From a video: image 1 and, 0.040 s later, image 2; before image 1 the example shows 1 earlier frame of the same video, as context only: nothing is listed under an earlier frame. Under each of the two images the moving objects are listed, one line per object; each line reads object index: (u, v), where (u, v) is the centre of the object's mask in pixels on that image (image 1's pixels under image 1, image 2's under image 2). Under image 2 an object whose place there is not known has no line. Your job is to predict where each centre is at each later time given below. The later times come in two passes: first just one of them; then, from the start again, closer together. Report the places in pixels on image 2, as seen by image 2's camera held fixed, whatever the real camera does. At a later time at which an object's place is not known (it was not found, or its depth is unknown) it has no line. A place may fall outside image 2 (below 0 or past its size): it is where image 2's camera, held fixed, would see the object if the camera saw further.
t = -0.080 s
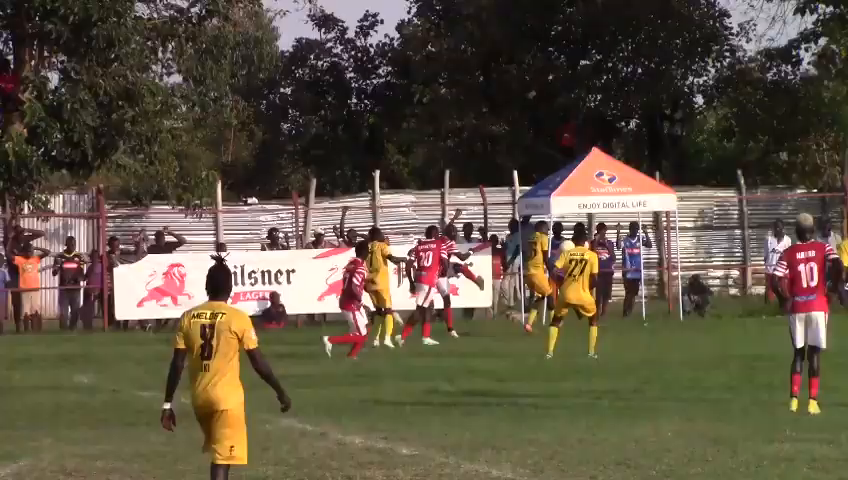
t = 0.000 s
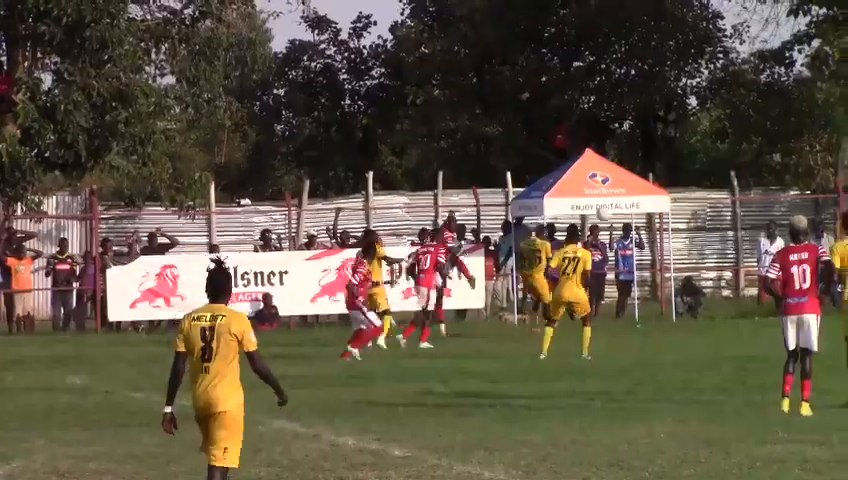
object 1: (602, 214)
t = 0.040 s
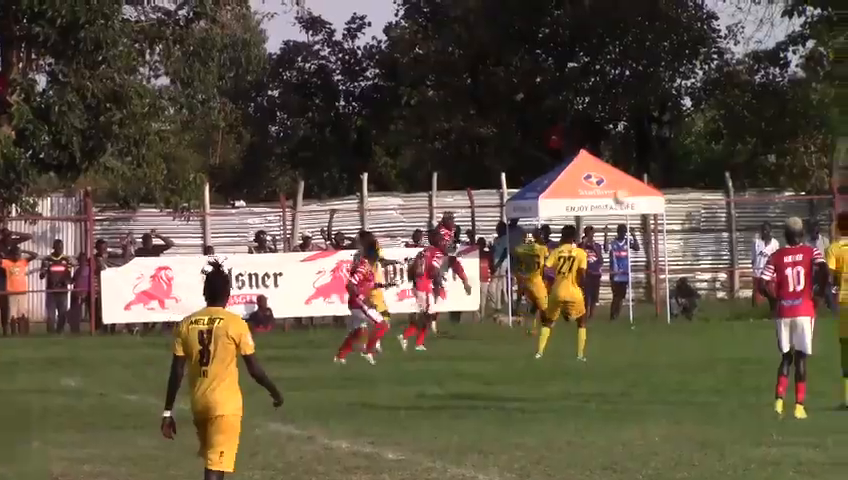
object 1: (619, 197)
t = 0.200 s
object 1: (705, 127)
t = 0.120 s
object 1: (663, 164)
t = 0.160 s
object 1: (685, 144)
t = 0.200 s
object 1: (705, 127)
